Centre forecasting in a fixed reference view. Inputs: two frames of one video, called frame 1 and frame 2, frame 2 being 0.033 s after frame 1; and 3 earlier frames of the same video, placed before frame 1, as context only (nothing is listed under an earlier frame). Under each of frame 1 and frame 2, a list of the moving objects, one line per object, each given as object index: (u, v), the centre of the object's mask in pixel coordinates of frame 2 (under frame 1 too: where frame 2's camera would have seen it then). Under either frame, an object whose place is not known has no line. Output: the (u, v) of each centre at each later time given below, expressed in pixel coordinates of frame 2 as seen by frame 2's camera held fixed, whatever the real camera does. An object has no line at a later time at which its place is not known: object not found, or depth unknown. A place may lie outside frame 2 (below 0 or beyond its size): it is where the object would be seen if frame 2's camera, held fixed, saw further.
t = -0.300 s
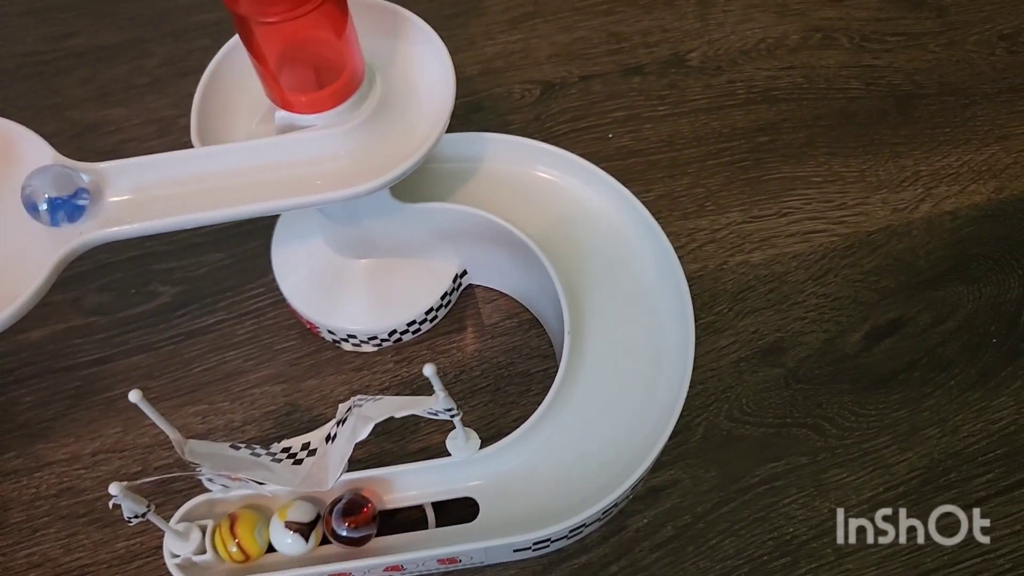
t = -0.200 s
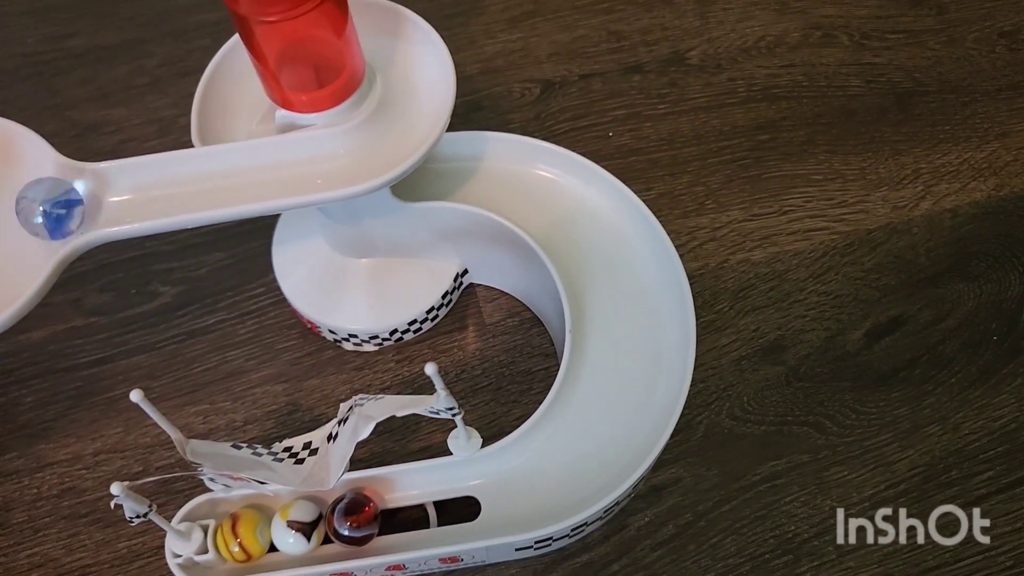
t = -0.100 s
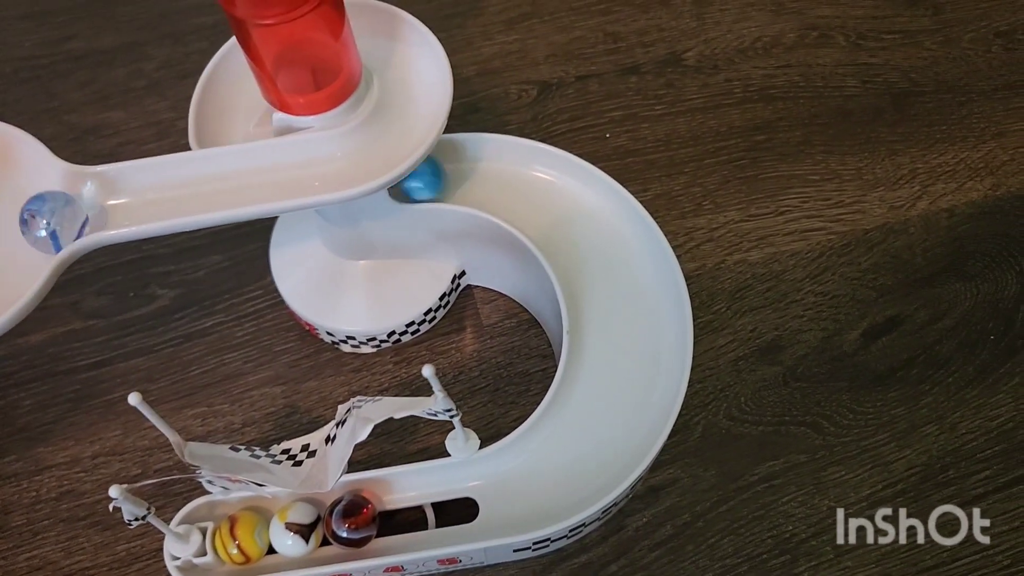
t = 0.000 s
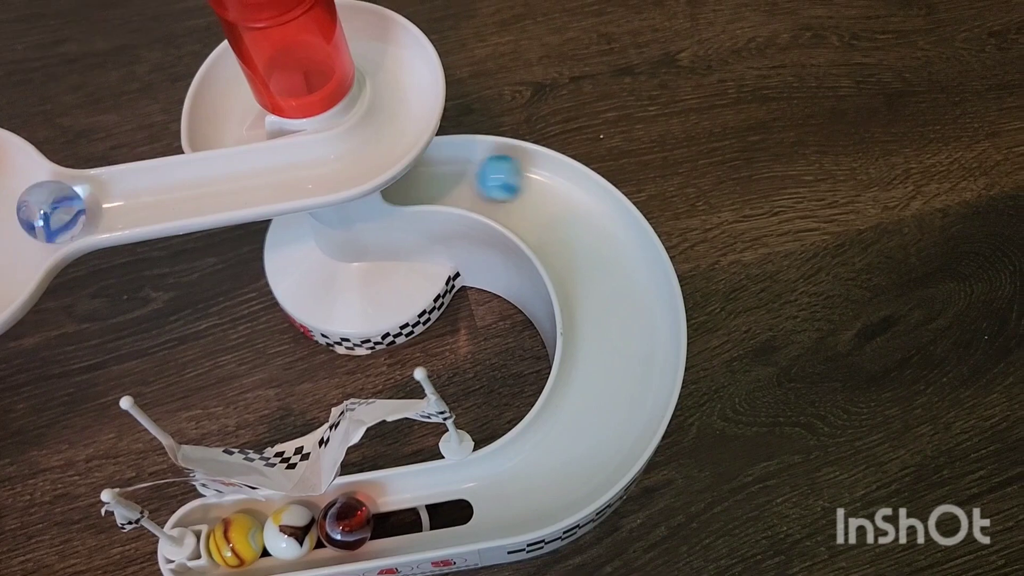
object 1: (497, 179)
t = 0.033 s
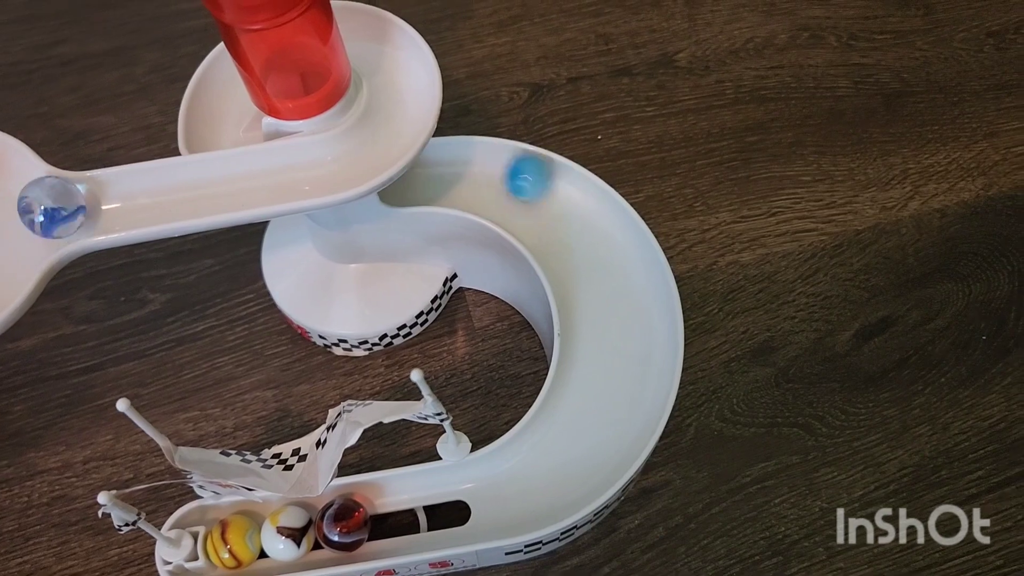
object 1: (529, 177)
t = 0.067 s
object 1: (555, 193)
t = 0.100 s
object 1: (584, 209)
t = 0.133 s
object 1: (609, 230)
